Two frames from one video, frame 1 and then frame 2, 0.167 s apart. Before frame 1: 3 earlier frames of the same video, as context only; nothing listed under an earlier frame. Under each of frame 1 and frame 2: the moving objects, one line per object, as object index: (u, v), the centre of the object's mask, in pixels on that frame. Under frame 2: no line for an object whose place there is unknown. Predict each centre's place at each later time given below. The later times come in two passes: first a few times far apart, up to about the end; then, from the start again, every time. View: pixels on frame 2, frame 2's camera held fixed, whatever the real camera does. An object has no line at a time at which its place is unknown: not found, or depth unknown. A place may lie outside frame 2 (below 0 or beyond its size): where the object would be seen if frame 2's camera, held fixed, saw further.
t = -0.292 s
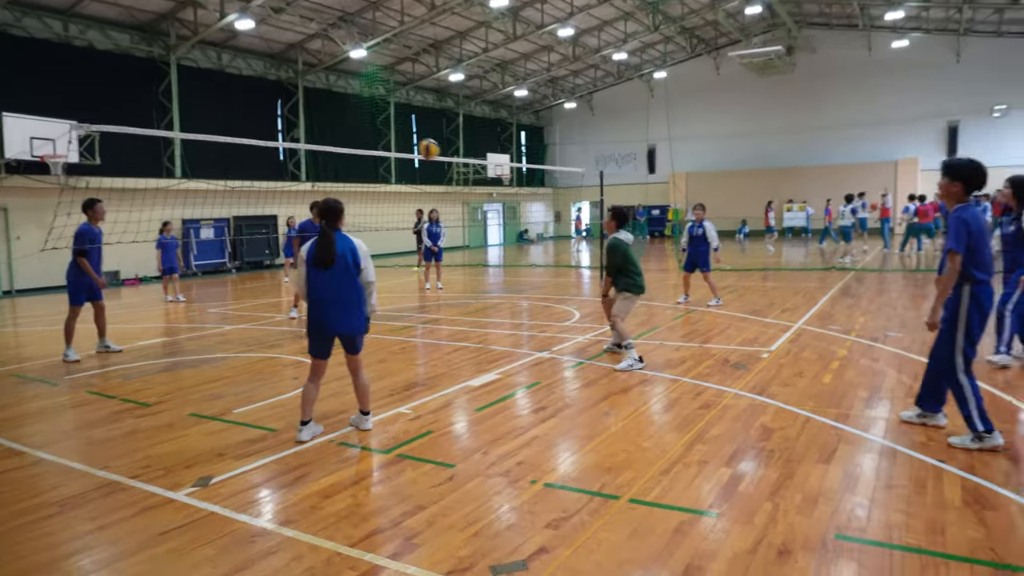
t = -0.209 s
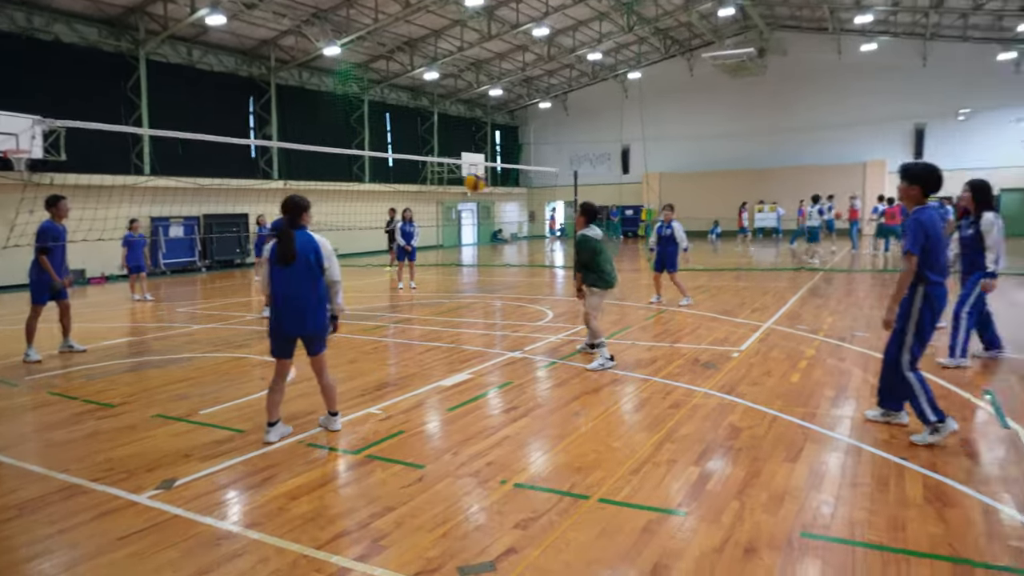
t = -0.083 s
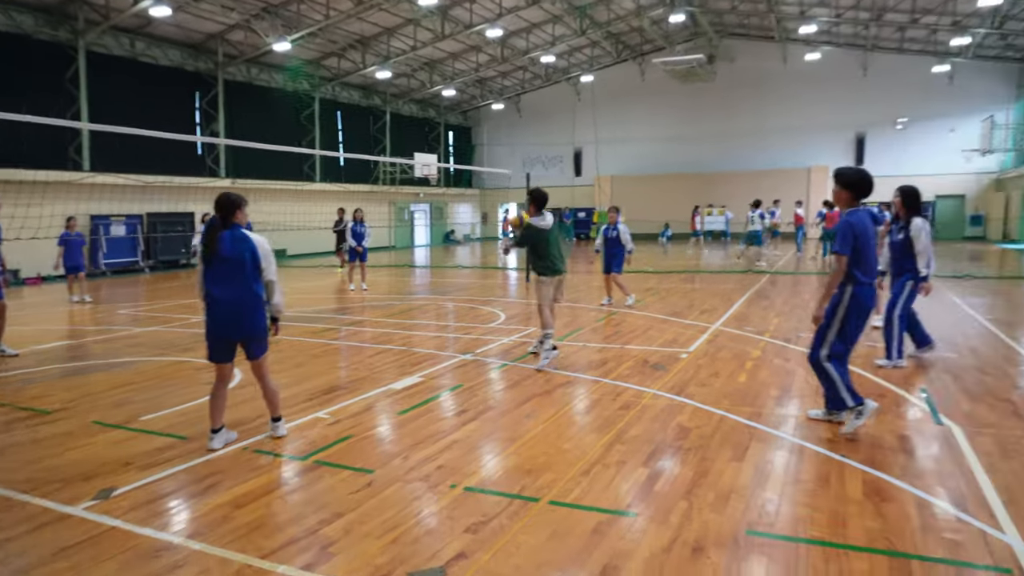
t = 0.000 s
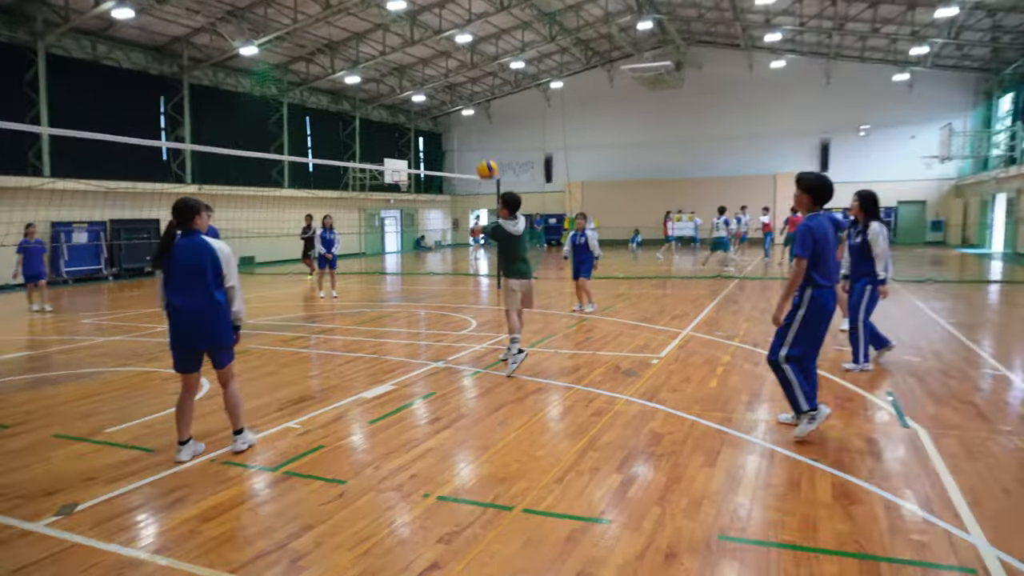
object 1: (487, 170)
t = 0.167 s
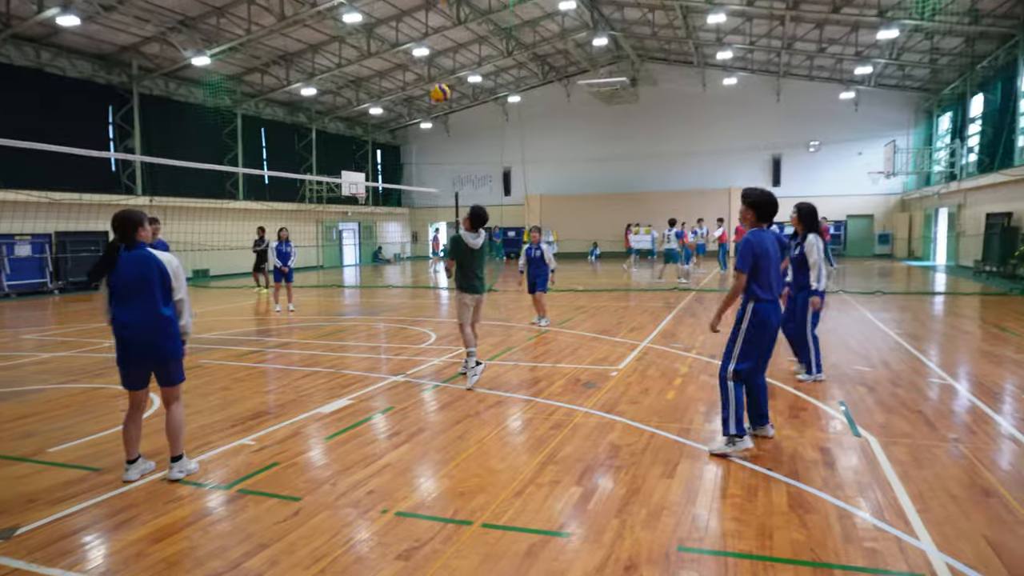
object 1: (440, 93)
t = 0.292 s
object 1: (433, 48)
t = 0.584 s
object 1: (437, 2)
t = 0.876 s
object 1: (444, 25)
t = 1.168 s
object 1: (451, 108)
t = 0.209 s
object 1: (437, 76)
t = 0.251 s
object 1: (434, 62)
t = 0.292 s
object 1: (433, 48)
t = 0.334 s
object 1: (434, 35)
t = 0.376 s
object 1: (434, 26)
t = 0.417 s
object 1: (433, 17)
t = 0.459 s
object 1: (434, 10)
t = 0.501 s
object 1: (434, 5)
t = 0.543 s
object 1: (436, 4)
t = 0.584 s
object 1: (437, 2)
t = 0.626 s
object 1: (438, 1)
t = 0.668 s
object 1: (438, 2)
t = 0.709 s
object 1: (440, 5)
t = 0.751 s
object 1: (440, 8)
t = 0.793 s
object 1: (441, 12)
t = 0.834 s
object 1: (442, 18)
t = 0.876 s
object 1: (444, 25)
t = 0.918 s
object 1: (444, 33)
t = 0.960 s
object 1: (446, 43)
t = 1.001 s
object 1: (447, 54)
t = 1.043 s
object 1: (448, 67)
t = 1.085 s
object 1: (449, 79)
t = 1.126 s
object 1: (450, 91)
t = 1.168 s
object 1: (451, 108)
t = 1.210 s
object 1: (451, 123)
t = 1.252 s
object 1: (453, 138)
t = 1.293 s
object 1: (452, 156)
